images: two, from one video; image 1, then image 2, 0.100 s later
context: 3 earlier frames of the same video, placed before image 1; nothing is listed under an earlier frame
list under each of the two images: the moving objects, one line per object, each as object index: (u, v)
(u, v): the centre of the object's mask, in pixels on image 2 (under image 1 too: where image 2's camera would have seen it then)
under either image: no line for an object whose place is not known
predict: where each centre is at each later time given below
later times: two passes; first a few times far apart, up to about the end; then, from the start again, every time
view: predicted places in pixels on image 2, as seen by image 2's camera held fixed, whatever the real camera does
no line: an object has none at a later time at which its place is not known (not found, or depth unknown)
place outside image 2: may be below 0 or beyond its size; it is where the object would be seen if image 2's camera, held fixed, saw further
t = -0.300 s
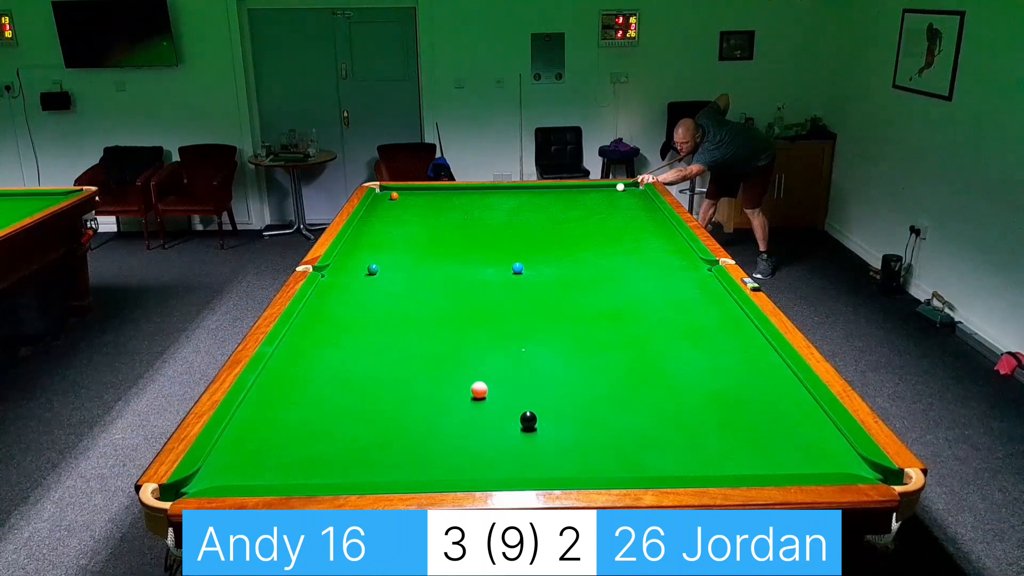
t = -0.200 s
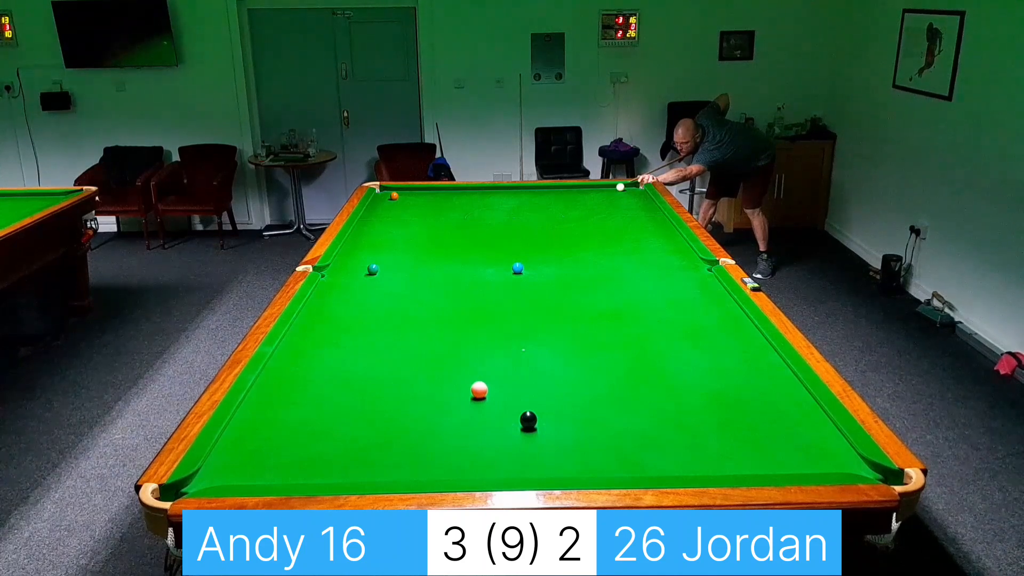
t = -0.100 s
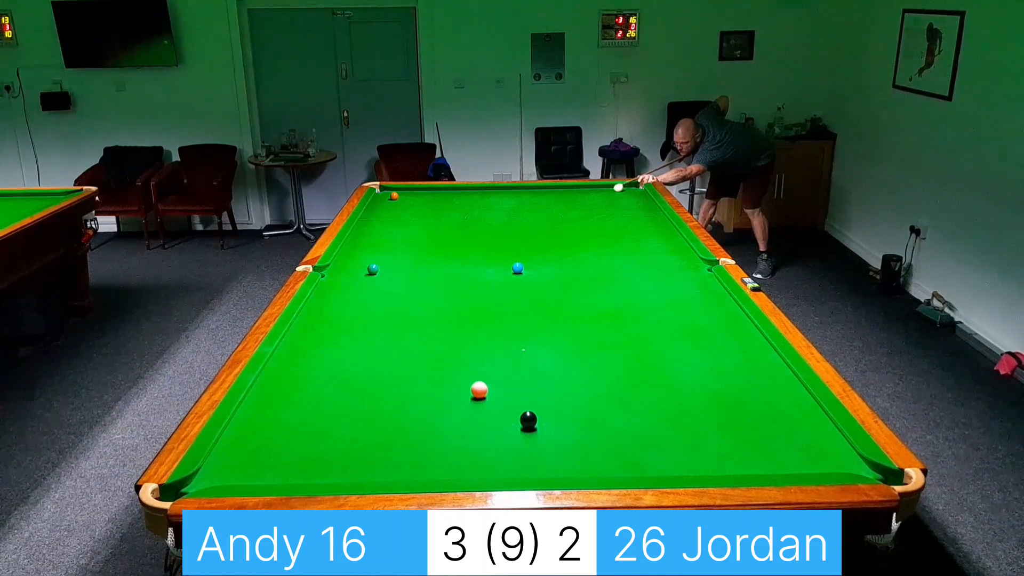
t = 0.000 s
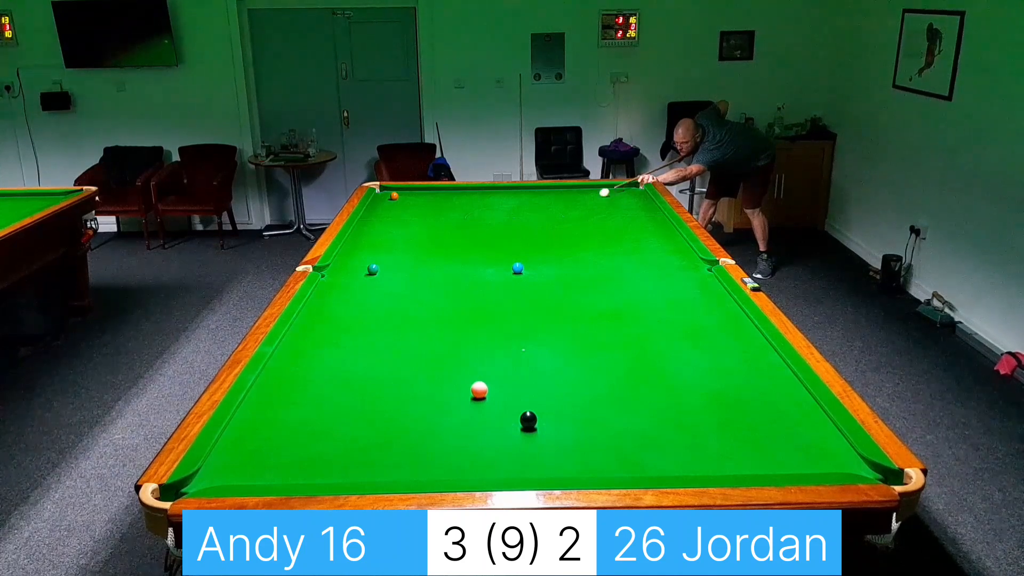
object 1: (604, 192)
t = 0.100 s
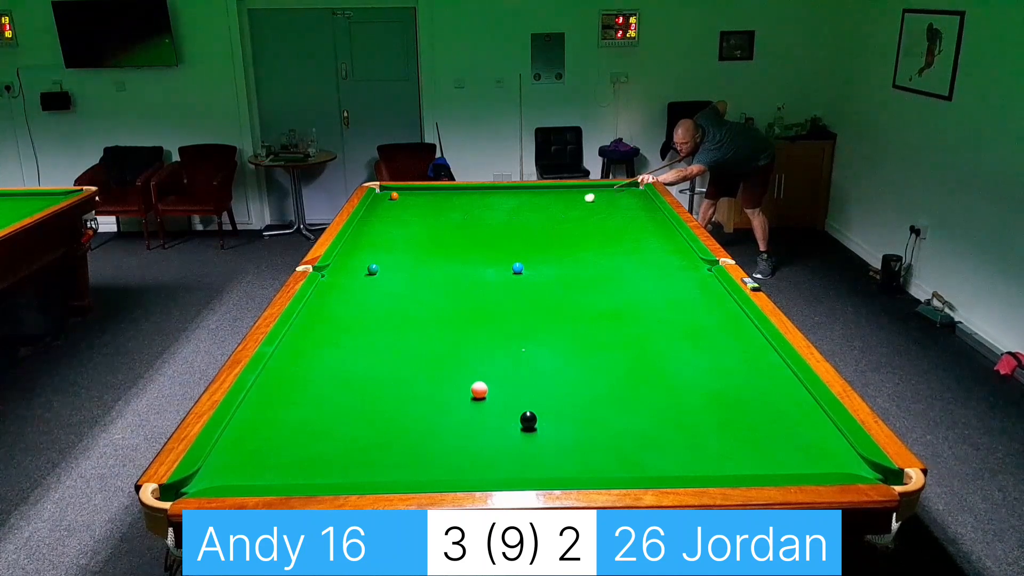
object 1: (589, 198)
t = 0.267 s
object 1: (563, 207)
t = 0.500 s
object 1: (523, 221)
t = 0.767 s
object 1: (472, 239)
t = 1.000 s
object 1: (420, 256)
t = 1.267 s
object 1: (373, 280)
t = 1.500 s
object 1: (343, 303)
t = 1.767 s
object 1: (304, 335)
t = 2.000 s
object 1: (277, 366)
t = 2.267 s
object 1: (268, 406)
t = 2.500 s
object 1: (258, 447)
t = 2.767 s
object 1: (265, 466)
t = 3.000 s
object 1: (296, 434)
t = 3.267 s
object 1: (327, 404)
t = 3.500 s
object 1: (350, 382)
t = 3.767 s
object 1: (372, 359)
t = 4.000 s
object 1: (389, 343)
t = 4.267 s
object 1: (406, 327)
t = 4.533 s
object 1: (421, 312)
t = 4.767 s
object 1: (432, 301)
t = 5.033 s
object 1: (444, 290)
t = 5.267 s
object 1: (453, 281)
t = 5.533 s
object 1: (463, 272)
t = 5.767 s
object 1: (470, 265)
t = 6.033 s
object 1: (477, 257)
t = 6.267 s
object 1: (483, 252)
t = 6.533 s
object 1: (489, 246)
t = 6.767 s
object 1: (494, 241)
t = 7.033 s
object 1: (499, 236)
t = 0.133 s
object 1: (584, 199)
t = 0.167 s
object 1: (579, 201)
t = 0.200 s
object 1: (574, 203)
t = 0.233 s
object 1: (569, 205)
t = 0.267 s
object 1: (563, 207)
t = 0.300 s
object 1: (558, 209)
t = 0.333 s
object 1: (552, 211)
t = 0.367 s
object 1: (547, 213)
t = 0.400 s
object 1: (541, 215)
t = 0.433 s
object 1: (535, 217)
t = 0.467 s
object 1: (529, 219)
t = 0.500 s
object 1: (523, 221)
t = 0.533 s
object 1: (517, 223)
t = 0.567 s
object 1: (511, 225)
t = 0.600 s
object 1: (505, 227)
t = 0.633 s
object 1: (499, 229)
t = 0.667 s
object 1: (492, 232)
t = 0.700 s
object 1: (485, 234)
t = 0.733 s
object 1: (479, 236)
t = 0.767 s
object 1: (472, 239)
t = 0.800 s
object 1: (465, 241)
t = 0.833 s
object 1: (458, 244)
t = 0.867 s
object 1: (451, 246)
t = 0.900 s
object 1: (444, 249)
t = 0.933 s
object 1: (436, 251)
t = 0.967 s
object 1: (428, 254)
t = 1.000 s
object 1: (420, 256)
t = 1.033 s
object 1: (413, 259)
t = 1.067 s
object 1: (404, 262)
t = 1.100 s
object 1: (396, 265)
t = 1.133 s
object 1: (388, 268)
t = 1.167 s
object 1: (383, 271)
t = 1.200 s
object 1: (380, 274)
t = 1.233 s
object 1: (377, 277)
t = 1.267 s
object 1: (373, 280)
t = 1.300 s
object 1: (369, 283)
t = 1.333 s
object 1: (365, 286)
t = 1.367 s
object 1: (361, 289)
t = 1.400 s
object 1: (357, 293)
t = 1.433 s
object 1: (352, 296)
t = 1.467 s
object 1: (348, 299)
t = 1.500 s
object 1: (343, 303)
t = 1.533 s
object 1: (339, 307)
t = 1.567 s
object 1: (334, 310)
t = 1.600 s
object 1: (329, 314)
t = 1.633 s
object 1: (325, 318)
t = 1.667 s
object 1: (319, 322)
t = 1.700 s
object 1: (314, 326)
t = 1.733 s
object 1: (309, 330)
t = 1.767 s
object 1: (304, 335)
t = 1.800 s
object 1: (298, 339)
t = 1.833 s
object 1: (293, 343)
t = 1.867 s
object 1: (287, 348)
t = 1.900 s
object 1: (281, 353)
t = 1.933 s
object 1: (279, 357)
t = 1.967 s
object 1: (278, 362)
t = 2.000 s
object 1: (277, 366)
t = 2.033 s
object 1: (276, 370)
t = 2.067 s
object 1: (275, 375)
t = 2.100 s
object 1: (274, 380)
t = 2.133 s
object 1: (273, 385)
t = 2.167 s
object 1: (271, 390)
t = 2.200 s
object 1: (270, 395)
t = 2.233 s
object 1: (269, 400)
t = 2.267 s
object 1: (268, 406)
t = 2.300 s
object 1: (266, 411)
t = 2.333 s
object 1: (265, 416)
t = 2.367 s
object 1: (263, 423)
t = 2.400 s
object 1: (262, 429)
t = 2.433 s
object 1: (261, 434)
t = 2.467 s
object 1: (259, 440)
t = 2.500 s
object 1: (258, 447)
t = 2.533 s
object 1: (256, 453)
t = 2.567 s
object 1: (255, 460)
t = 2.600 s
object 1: (253, 467)
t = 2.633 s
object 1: (252, 473)
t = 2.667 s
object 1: (250, 477)
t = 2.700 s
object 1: (255, 475)
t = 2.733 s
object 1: (260, 471)
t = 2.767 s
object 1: (265, 466)
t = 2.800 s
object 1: (270, 461)
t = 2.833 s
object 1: (275, 456)
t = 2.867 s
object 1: (279, 452)
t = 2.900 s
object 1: (284, 447)
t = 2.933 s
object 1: (288, 443)
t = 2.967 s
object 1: (292, 438)
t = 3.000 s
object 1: (296, 434)
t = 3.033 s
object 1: (301, 430)
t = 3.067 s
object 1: (304, 426)
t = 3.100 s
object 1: (308, 422)
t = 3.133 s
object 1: (312, 418)
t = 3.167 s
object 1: (316, 415)
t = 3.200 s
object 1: (319, 411)
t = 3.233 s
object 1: (323, 408)
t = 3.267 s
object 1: (327, 404)
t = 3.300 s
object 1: (330, 401)
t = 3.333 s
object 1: (333, 397)
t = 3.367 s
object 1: (337, 394)
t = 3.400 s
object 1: (340, 391)
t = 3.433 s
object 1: (343, 387)
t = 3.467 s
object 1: (347, 384)
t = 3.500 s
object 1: (350, 382)
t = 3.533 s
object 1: (352, 379)
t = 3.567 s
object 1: (356, 376)
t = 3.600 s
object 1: (358, 373)
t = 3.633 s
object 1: (361, 370)
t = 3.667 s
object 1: (364, 367)
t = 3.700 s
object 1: (367, 365)
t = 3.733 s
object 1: (369, 362)
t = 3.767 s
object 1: (372, 359)
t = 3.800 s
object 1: (374, 357)
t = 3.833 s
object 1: (377, 355)
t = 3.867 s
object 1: (380, 352)
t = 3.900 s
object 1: (382, 350)
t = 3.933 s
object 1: (384, 348)
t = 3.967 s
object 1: (387, 345)
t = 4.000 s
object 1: (389, 343)
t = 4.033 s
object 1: (391, 341)
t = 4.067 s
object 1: (393, 339)
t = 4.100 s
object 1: (396, 337)
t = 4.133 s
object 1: (398, 335)
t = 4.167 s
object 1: (400, 332)
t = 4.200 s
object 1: (402, 331)
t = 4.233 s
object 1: (404, 329)
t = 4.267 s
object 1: (406, 327)
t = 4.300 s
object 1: (408, 325)
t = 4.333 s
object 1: (410, 323)
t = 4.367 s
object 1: (412, 321)
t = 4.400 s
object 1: (414, 319)
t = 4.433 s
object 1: (416, 317)
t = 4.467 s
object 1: (417, 316)
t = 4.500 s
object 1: (419, 314)
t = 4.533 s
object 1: (421, 312)
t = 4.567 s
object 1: (423, 311)
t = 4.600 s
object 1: (424, 309)
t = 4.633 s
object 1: (426, 307)
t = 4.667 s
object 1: (428, 306)
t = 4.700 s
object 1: (429, 304)
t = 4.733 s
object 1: (431, 303)
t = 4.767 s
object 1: (432, 301)
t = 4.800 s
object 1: (434, 300)
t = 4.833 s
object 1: (436, 298)
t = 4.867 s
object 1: (437, 297)
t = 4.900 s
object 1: (439, 295)
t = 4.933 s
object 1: (440, 294)
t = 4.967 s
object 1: (441, 293)
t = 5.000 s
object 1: (443, 291)
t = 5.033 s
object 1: (444, 290)
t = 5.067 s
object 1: (445, 289)
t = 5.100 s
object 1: (447, 287)
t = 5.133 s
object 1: (448, 286)
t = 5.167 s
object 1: (449, 285)
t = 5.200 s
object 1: (451, 284)
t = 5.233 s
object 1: (452, 282)
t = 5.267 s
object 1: (453, 281)
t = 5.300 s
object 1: (454, 280)
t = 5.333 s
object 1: (456, 279)
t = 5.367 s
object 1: (457, 278)
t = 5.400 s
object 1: (458, 277)
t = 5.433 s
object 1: (459, 275)
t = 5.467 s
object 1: (460, 274)
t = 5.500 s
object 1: (461, 273)
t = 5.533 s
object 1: (463, 272)
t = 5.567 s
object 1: (464, 271)
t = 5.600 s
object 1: (465, 270)
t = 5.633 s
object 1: (466, 269)
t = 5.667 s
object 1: (467, 268)
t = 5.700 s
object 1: (468, 267)
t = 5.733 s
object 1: (469, 266)
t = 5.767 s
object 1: (470, 265)
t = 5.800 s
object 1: (471, 264)
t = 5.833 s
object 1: (472, 263)
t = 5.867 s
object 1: (473, 262)
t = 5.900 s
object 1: (474, 261)
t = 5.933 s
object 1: (475, 260)
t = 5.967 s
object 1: (476, 259)
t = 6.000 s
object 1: (477, 258)
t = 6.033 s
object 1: (477, 257)
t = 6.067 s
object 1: (478, 257)
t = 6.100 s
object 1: (479, 256)
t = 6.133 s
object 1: (480, 255)
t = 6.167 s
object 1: (481, 254)
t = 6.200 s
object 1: (482, 253)
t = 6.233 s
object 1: (483, 253)
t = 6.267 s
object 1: (483, 252)
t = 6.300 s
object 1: (484, 251)
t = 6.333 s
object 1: (485, 250)
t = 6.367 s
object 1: (486, 249)
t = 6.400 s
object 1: (486, 249)
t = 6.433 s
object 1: (487, 248)
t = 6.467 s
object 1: (488, 247)
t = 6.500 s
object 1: (489, 247)
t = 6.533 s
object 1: (489, 246)
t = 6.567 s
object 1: (490, 245)
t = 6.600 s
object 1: (491, 245)
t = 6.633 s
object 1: (492, 244)
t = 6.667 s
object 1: (492, 243)
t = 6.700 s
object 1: (493, 242)
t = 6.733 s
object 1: (493, 242)
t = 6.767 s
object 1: (494, 241)
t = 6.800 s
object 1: (495, 241)
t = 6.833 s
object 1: (496, 240)
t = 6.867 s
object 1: (496, 239)
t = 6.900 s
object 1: (497, 239)
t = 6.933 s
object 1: (497, 238)
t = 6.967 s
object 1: (498, 237)
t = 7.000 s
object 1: (499, 237)
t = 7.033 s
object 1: (499, 236)
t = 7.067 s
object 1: (500, 236)
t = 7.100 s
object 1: (501, 235)
